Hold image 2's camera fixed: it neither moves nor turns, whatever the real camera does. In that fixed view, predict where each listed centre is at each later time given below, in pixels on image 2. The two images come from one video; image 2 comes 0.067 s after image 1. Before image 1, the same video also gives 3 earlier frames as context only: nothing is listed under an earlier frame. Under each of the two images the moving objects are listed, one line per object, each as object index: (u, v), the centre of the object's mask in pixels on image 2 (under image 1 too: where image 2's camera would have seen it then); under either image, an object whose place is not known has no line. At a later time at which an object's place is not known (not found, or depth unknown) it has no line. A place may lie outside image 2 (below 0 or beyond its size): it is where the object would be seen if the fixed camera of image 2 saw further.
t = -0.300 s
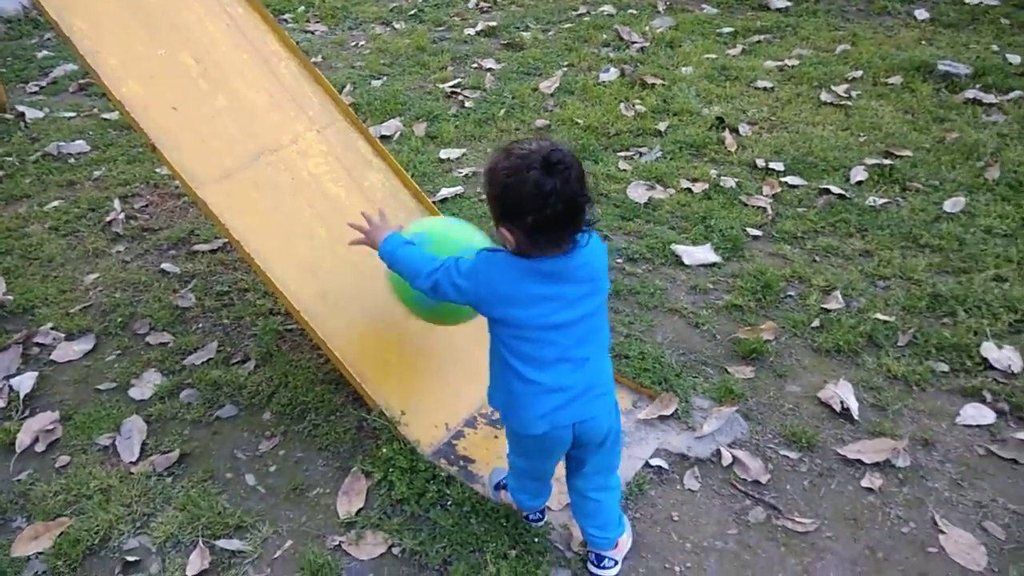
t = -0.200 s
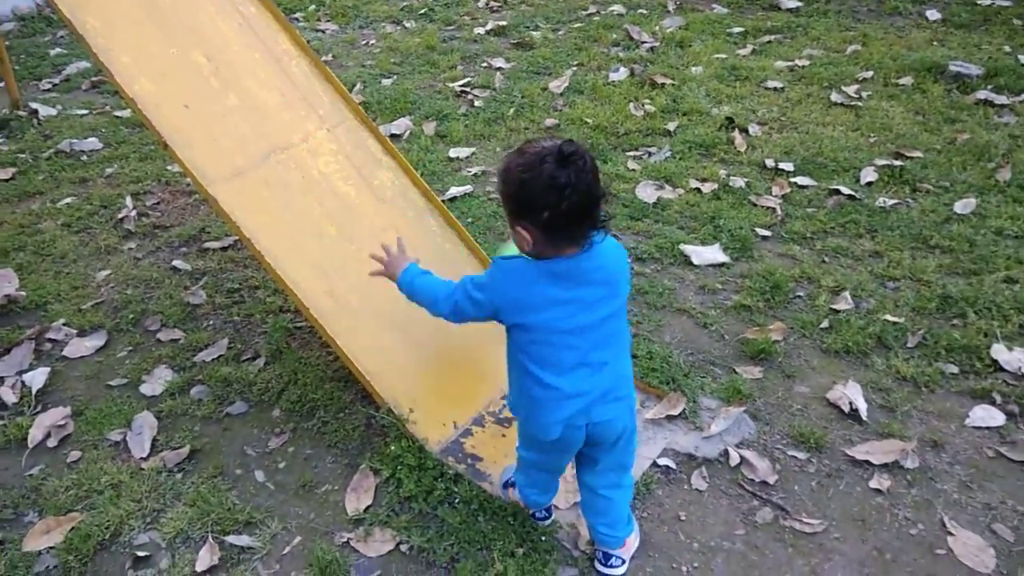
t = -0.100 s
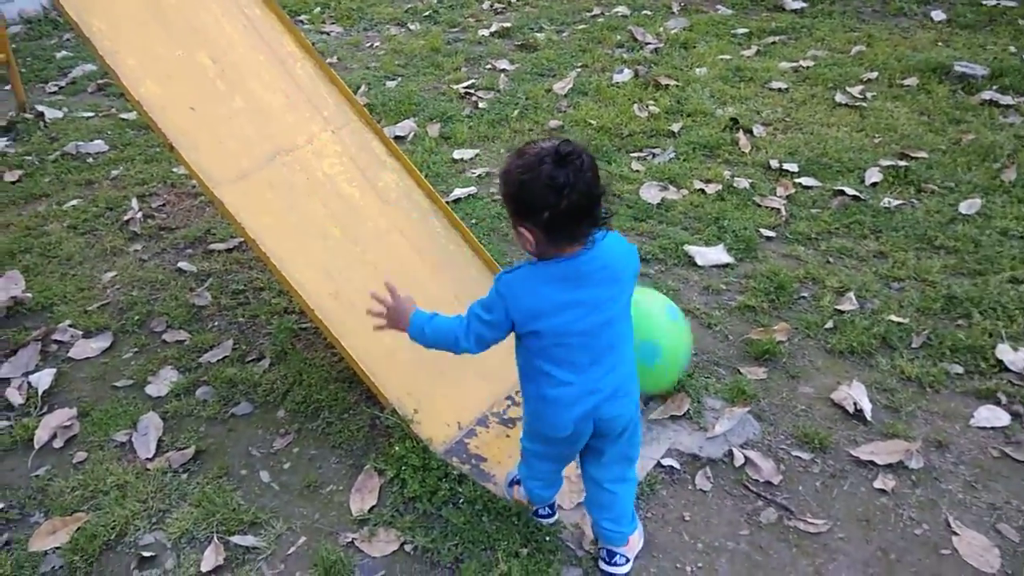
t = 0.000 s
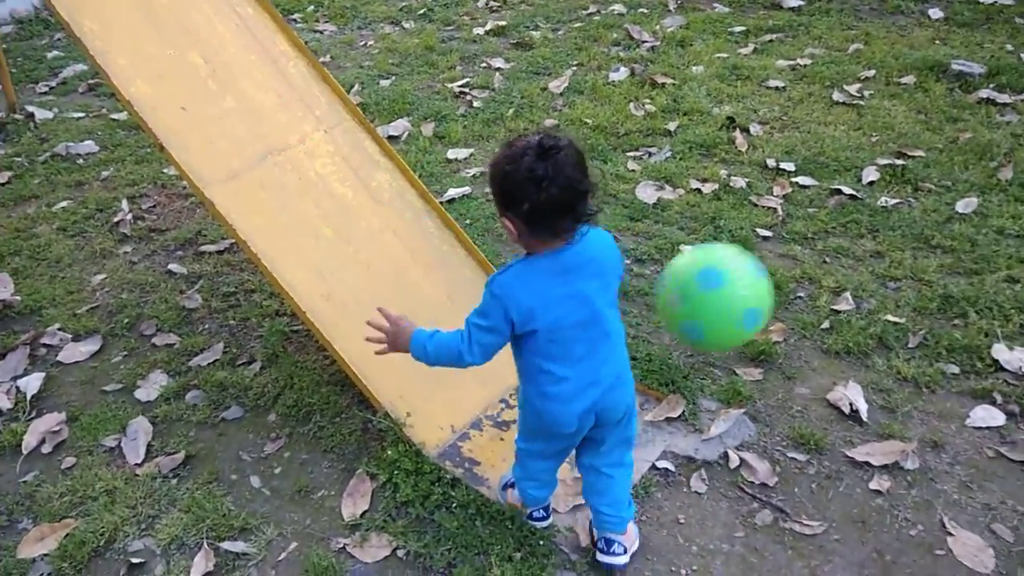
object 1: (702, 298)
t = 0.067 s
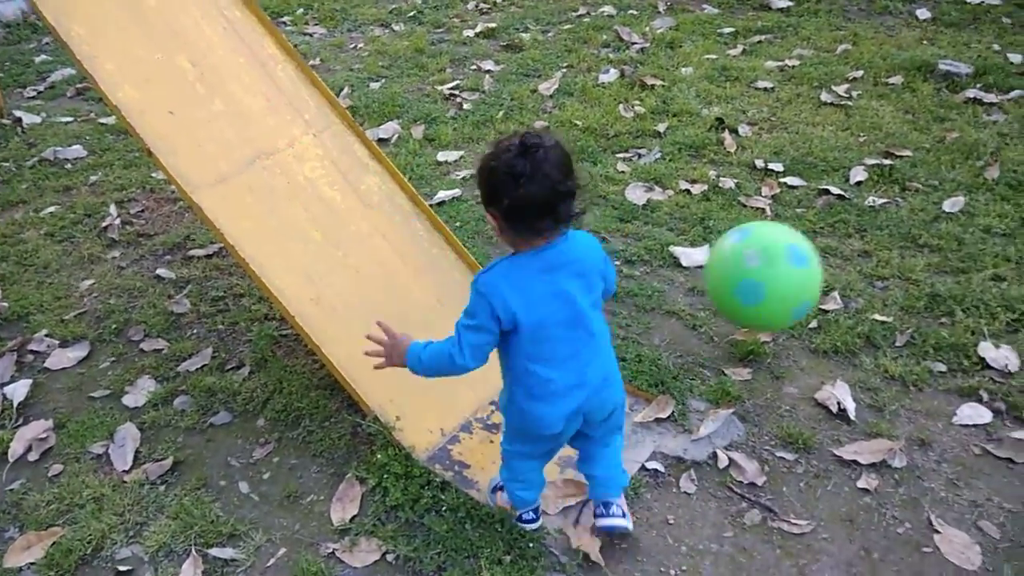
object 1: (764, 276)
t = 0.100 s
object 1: (794, 270)
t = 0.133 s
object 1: (824, 269)
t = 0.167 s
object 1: (853, 274)
